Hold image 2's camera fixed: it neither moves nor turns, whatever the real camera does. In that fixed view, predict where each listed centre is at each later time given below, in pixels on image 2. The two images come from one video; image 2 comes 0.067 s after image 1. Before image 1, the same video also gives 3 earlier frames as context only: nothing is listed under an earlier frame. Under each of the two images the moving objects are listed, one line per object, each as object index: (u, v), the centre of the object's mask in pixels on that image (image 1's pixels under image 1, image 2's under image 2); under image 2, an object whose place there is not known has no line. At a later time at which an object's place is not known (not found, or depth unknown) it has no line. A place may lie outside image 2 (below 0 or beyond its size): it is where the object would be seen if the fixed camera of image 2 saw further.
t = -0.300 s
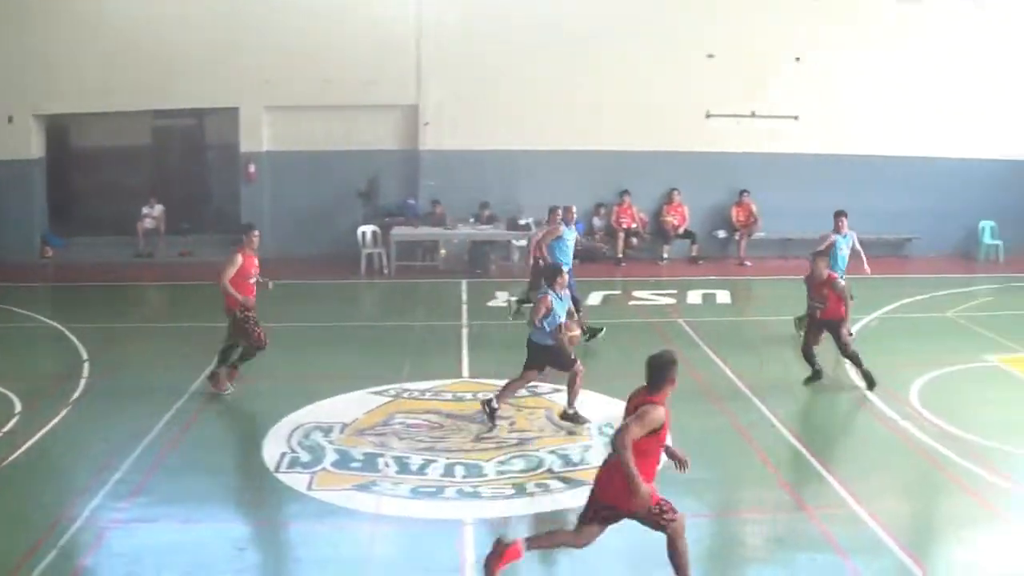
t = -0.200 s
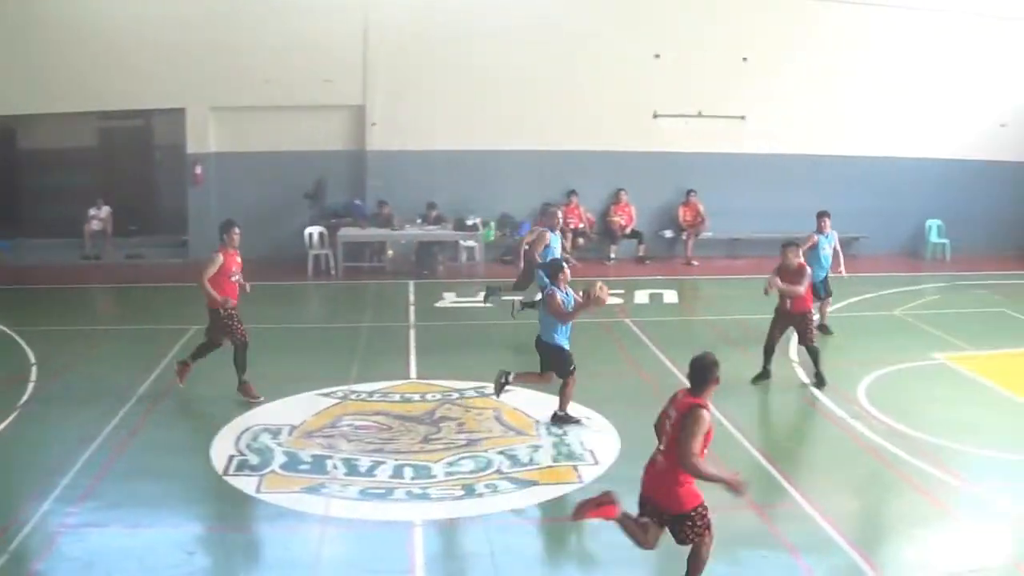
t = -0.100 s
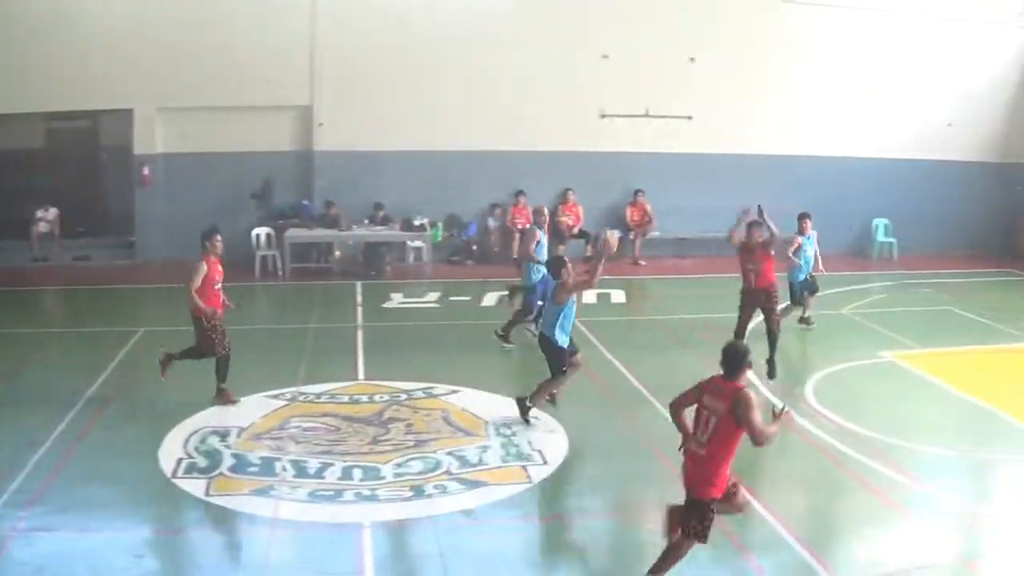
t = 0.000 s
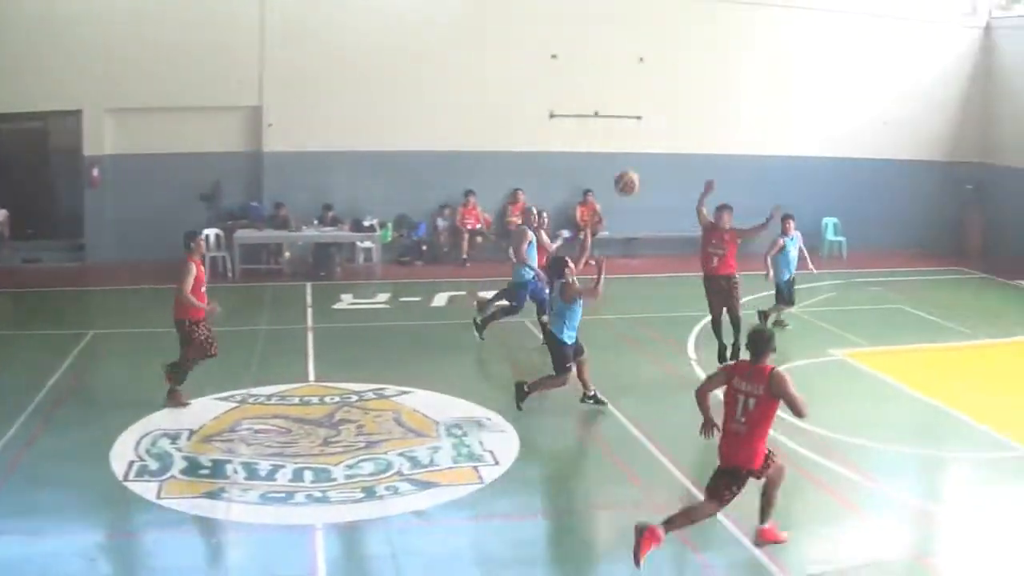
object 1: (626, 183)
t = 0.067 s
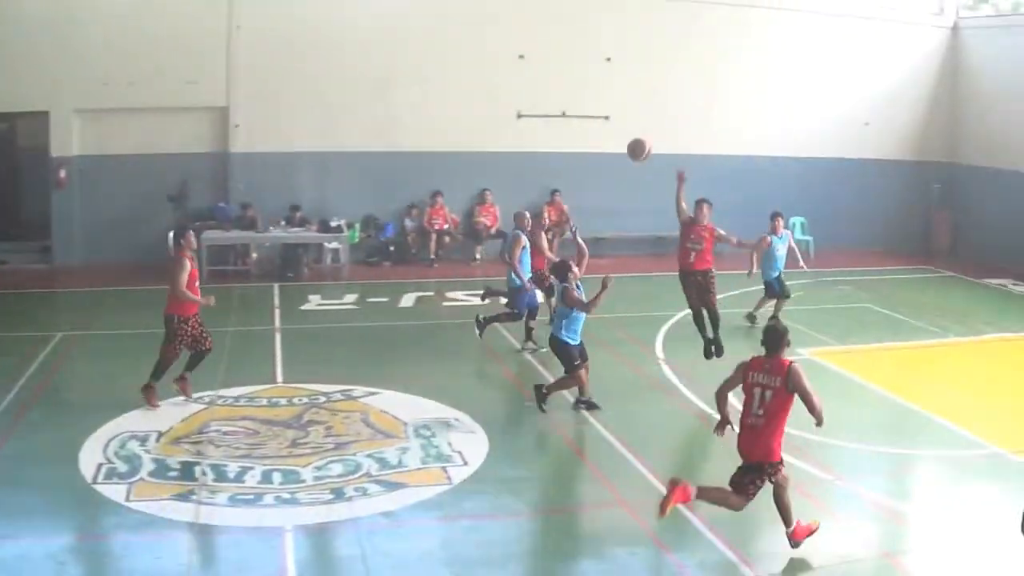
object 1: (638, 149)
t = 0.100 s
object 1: (656, 136)
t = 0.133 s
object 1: (674, 124)
